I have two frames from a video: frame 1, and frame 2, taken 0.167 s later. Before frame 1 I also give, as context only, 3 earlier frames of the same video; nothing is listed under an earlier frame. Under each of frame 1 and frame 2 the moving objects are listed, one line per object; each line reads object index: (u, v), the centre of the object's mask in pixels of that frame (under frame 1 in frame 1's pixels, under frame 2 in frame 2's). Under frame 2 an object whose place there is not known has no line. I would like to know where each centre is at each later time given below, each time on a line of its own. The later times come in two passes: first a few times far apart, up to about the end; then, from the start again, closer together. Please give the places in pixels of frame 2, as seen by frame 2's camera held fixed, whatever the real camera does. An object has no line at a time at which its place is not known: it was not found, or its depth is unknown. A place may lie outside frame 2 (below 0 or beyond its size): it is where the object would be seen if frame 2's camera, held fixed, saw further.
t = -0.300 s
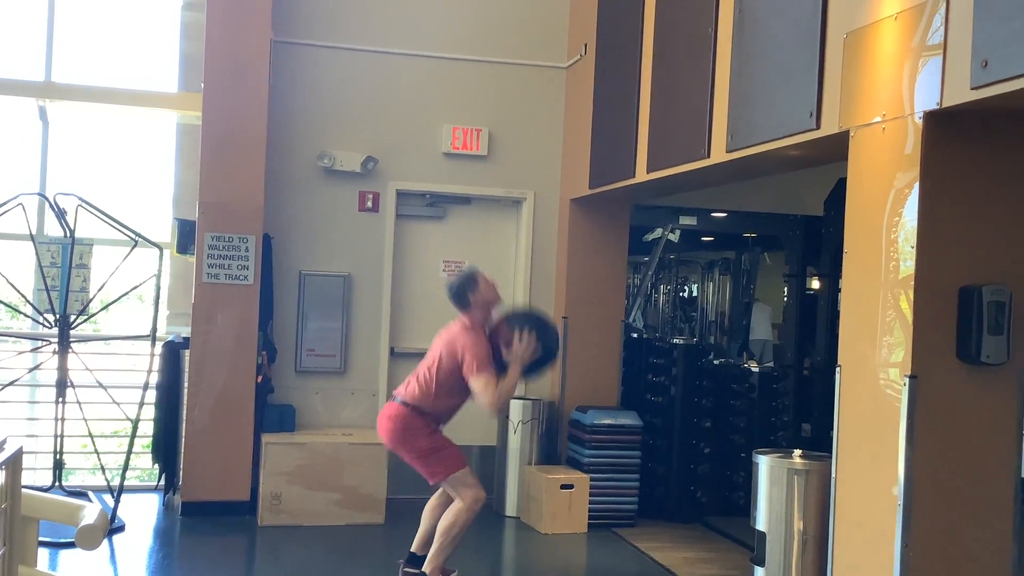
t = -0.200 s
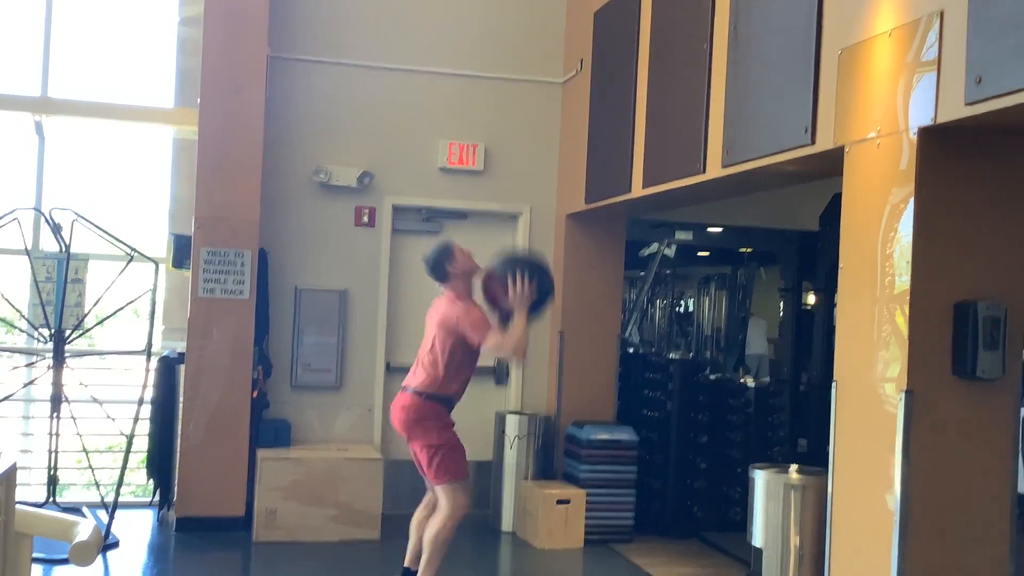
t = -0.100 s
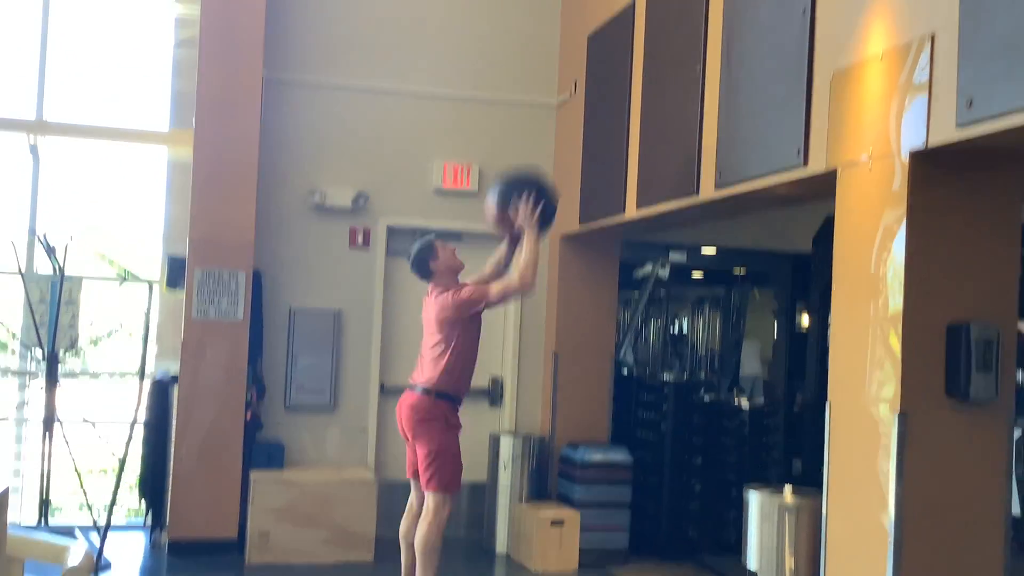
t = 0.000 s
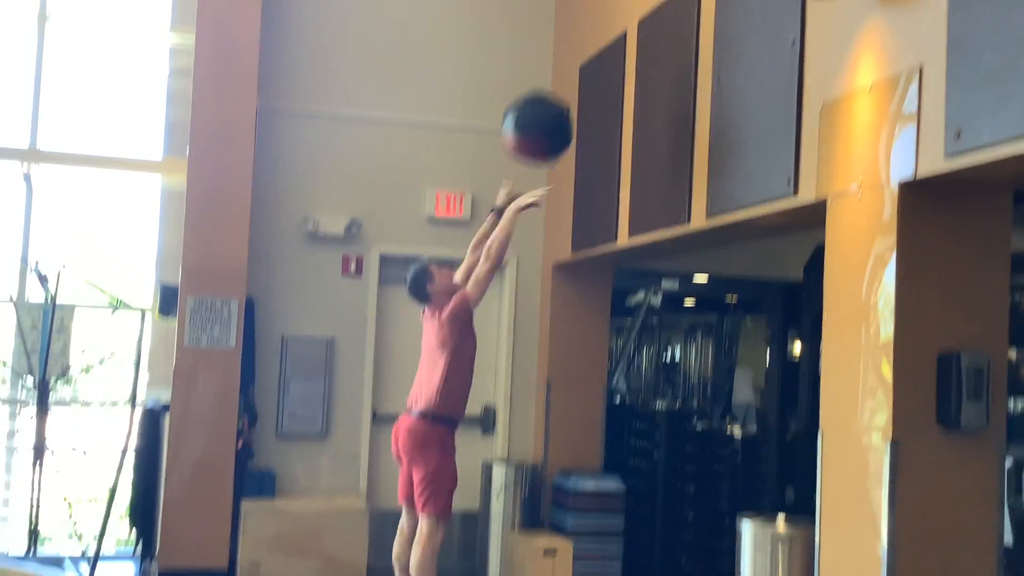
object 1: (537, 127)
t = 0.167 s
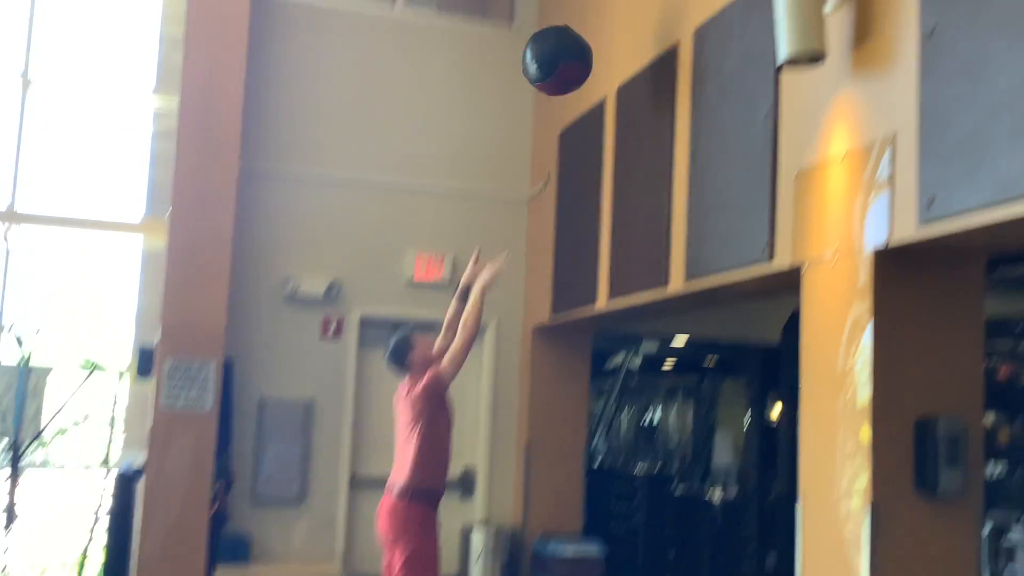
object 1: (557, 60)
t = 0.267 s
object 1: (579, 5)
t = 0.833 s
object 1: (590, 40)
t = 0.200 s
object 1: (565, 40)
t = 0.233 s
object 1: (572, 21)
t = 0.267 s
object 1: (579, 5)
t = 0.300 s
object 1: (587, -9)
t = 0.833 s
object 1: (590, 40)
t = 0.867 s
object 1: (586, 60)
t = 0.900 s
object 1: (581, 83)
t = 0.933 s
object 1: (576, 108)
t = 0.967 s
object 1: (571, 136)
